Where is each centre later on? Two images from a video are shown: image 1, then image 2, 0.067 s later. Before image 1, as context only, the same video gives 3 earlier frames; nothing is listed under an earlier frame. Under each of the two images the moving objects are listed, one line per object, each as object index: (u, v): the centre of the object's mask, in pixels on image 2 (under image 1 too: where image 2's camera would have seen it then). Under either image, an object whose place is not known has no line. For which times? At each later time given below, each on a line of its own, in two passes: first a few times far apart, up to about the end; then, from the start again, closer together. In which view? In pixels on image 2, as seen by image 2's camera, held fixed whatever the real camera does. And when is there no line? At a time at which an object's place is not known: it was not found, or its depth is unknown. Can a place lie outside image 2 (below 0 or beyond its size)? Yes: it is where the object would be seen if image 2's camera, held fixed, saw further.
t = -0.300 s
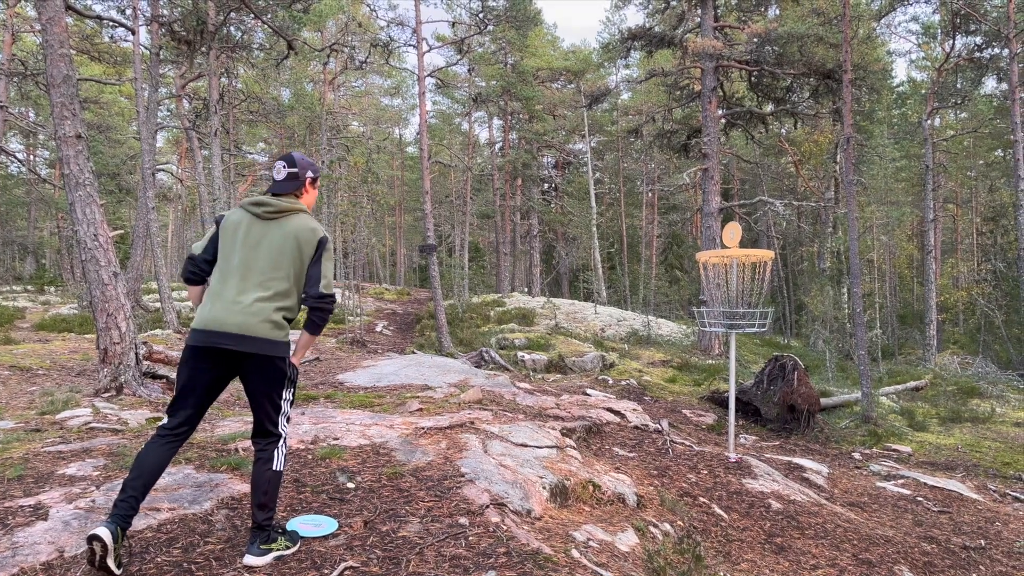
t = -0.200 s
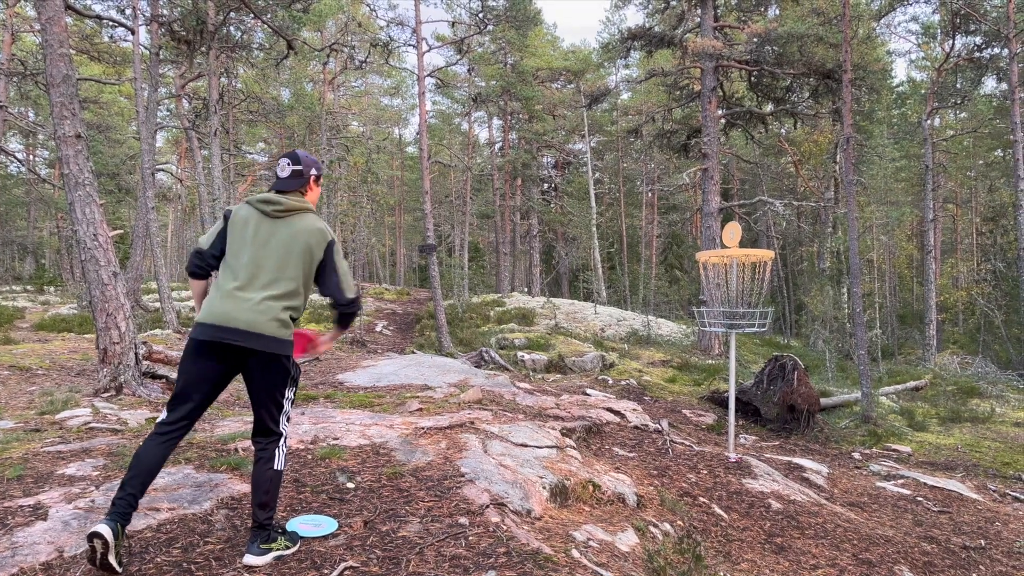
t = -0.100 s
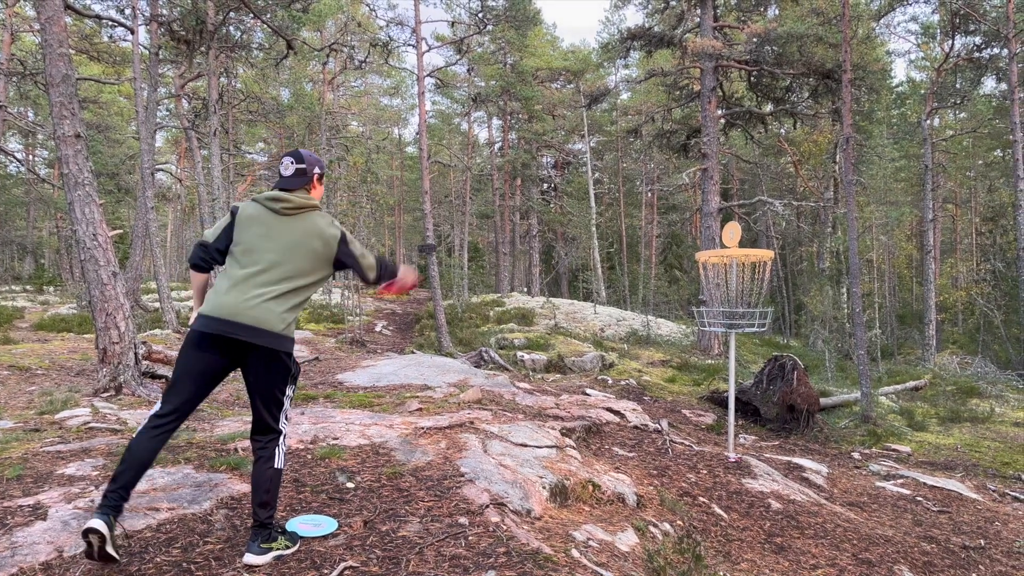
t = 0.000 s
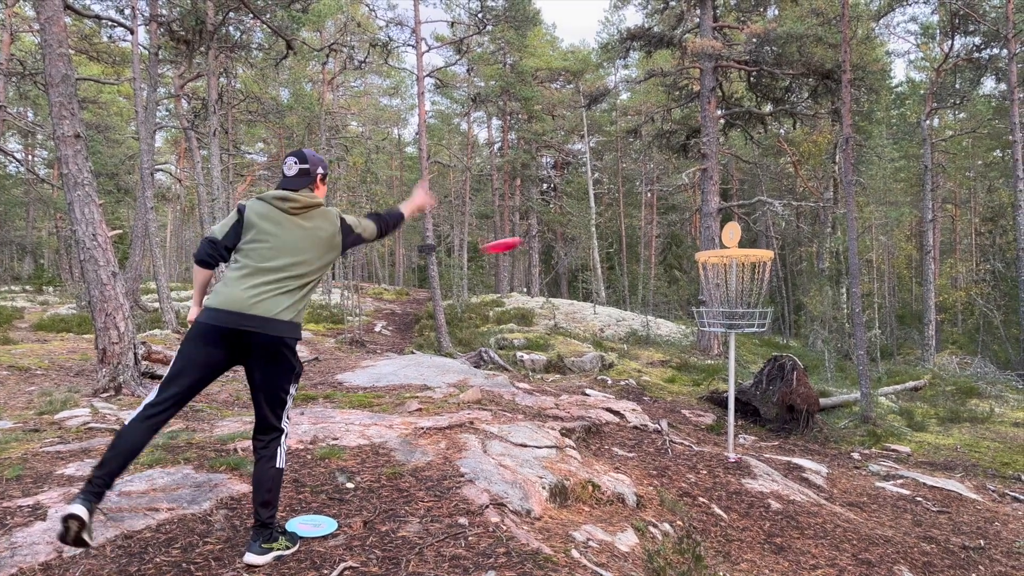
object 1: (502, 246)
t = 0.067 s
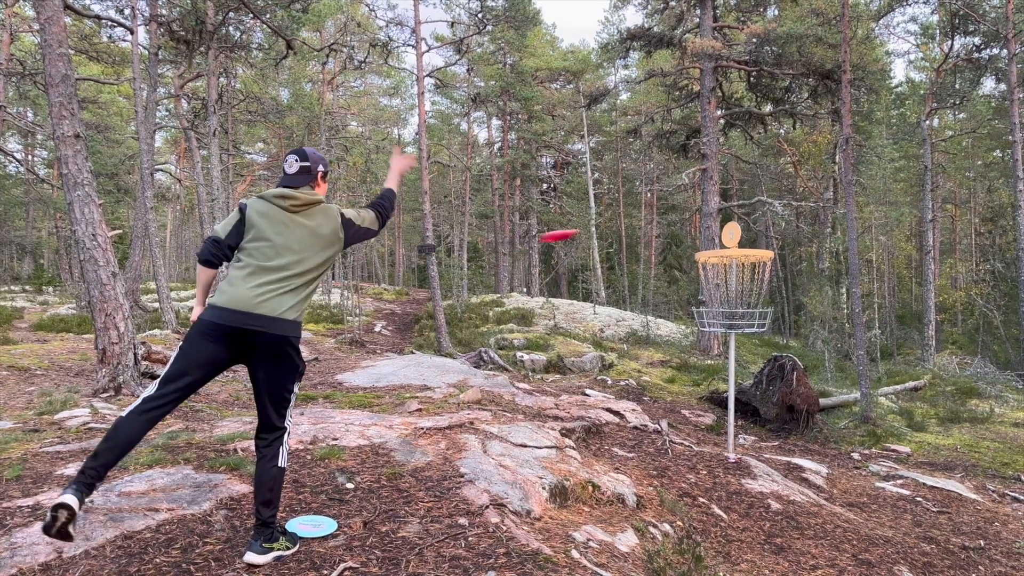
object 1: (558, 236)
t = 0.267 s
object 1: (690, 250)
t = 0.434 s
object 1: (747, 275)
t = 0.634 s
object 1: (740, 296)
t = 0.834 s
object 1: (737, 300)
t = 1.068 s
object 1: (739, 306)
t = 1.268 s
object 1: (742, 308)
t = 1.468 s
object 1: (744, 317)
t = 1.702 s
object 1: (741, 321)
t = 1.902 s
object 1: (741, 322)
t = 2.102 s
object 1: (741, 322)
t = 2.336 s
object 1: (741, 321)
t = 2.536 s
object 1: (741, 321)
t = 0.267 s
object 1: (690, 250)
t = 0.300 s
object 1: (709, 256)
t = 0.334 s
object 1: (725, 263)
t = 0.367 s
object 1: (739, 269)
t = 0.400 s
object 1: (745, 272)
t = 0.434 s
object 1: (747, 275)
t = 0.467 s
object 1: (746, 280)
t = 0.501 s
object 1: (745, 284)
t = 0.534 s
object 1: (744, 288)
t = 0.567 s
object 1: (743, 291)
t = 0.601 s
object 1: (741, 294)
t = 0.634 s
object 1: (740, 296)
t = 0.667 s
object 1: (739, 296)
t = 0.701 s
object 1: (739, 298)
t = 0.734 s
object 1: (739, 298)
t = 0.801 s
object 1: (737, 300)
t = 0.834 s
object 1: (737, 300)
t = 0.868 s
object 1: (736, 300)
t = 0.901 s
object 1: (737, 300)
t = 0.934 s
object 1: (737, 301)
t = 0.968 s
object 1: (737, 302)
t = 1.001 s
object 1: (738, 304)
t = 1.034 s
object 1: (738, 304)
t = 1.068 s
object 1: (739, 306)
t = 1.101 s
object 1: (739, 306)
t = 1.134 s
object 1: (739, 306)
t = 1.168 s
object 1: (740, 307)
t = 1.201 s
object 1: (740, 308)
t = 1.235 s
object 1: (741, 307)
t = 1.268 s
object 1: (742, 308)
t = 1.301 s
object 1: (741, 311)
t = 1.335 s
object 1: (744, 310)
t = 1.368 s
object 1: (744, 311)
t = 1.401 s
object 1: (745, 313)
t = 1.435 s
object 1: (745, 318)
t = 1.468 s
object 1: (744, 317)
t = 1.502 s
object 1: (743, 317)
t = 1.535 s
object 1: (743, 318)
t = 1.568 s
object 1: (743, 319)
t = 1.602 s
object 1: (742, 320)
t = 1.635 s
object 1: (742, 320)
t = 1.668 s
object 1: (741, 321)
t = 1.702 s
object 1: (741, 321)
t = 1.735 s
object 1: (741, 321)
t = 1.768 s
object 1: (741, 321)
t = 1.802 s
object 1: (741, 321)
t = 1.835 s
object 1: (741, 321)
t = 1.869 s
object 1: (741, 322)
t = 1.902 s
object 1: (741, 322)
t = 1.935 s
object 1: (741, 322)
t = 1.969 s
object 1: (741, 322)
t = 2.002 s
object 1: (741, 322)
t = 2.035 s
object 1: (741, 322)
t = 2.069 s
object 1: (741, 322)
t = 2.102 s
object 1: (741, 322)
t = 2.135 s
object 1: (741, 322)
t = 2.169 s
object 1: (741, 322)
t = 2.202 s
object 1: (741, 322)
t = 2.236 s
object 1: (741, 321)
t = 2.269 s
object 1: (741, 321)
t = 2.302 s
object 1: (741, 322)
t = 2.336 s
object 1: (741, 321)
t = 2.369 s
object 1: (741, 321)
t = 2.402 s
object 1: (741, 321)
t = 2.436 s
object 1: (741, 321)
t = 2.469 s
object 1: (741, 321)
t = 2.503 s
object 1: (741, 321)
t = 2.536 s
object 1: (741, 321)
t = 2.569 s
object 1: (741, 321)
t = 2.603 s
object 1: (741, 321)
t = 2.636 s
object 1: (741, 321)
